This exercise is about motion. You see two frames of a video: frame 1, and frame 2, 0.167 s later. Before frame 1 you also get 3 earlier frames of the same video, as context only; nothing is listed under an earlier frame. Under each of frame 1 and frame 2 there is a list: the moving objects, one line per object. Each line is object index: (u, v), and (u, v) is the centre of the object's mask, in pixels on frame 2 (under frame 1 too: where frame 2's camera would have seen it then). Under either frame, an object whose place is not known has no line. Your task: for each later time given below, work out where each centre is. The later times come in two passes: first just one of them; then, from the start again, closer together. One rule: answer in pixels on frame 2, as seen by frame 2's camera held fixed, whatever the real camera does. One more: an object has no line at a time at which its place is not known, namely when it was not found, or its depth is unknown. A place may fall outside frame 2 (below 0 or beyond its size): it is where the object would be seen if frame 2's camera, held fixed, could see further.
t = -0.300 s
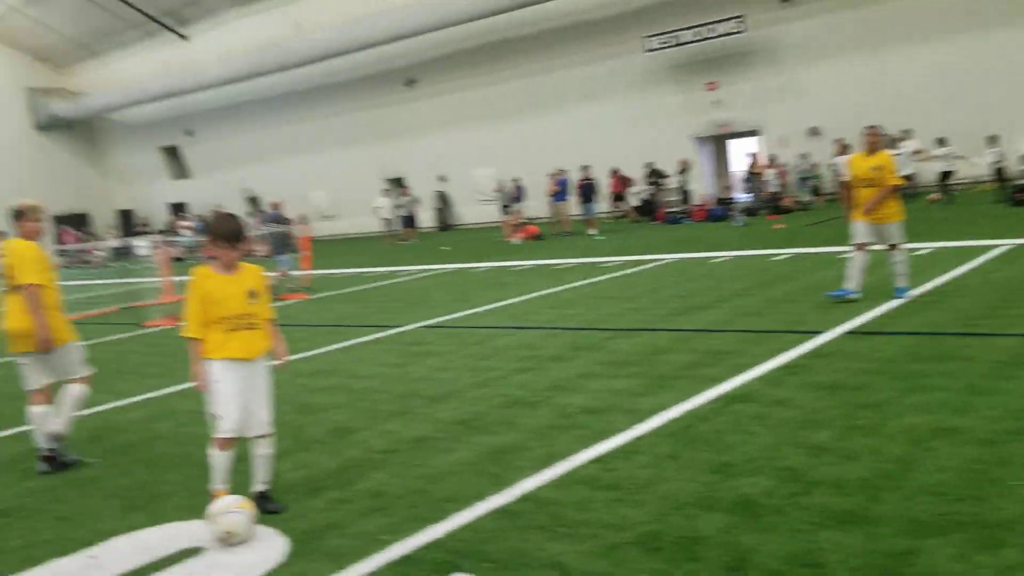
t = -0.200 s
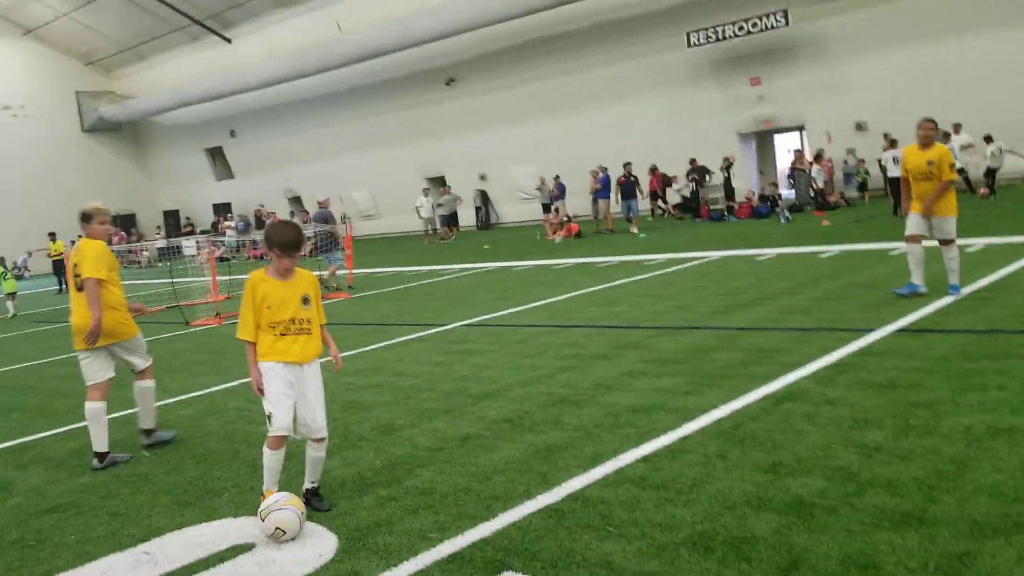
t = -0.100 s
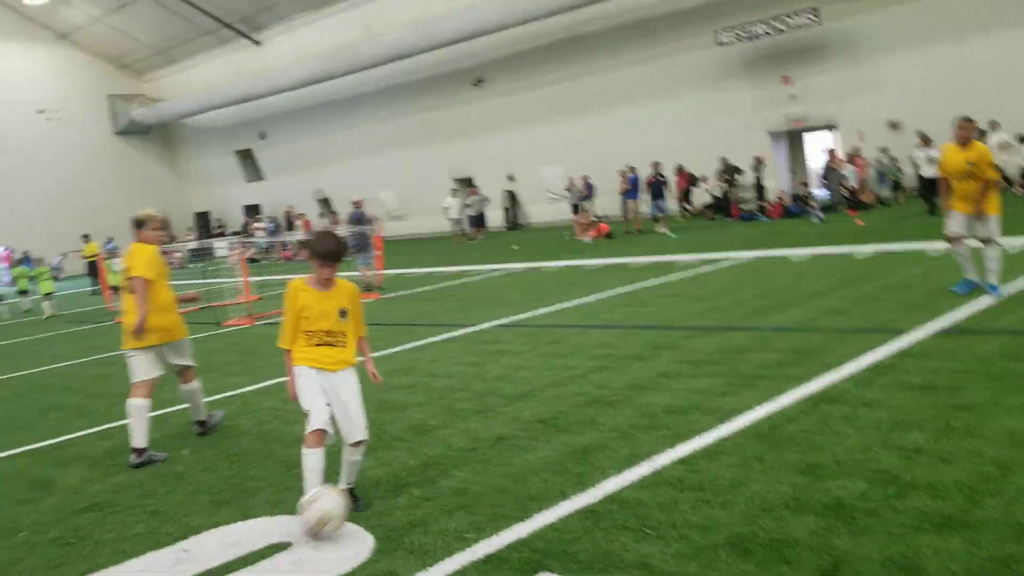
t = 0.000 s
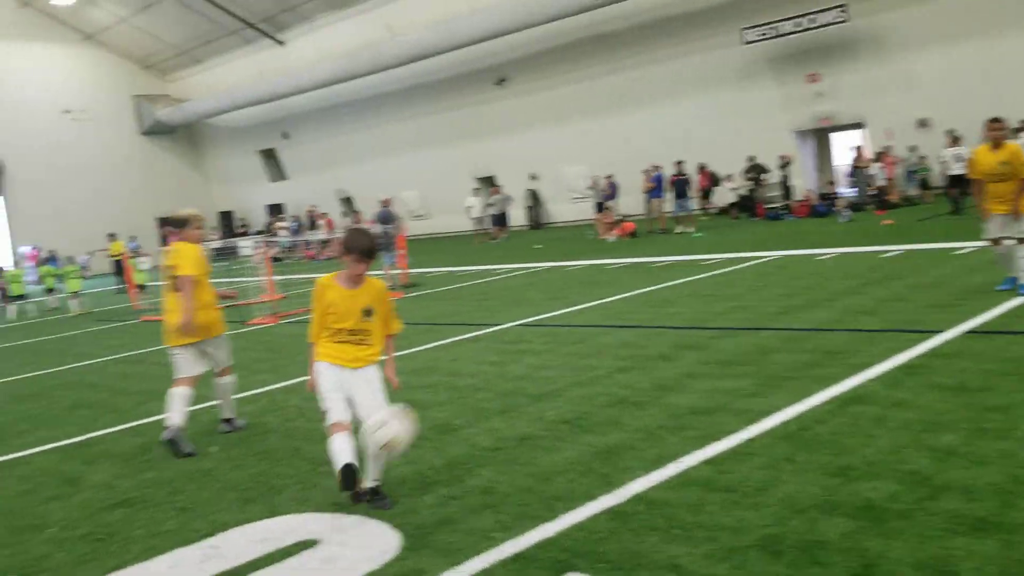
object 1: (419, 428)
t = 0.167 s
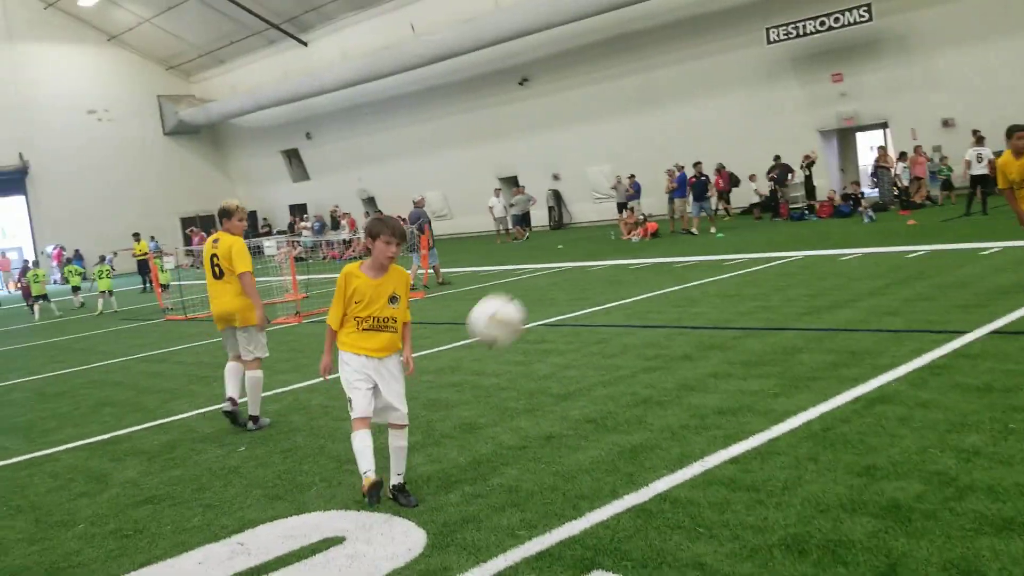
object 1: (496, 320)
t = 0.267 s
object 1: (556, 279)
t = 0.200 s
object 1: (515, 303)
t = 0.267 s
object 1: (556, 279)
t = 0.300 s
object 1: (578, 270)
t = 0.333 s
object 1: (601, 264)
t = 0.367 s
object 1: (623, 260)
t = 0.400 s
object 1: (647, 259)
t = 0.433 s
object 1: (674, 262)
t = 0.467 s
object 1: (701, 268)
